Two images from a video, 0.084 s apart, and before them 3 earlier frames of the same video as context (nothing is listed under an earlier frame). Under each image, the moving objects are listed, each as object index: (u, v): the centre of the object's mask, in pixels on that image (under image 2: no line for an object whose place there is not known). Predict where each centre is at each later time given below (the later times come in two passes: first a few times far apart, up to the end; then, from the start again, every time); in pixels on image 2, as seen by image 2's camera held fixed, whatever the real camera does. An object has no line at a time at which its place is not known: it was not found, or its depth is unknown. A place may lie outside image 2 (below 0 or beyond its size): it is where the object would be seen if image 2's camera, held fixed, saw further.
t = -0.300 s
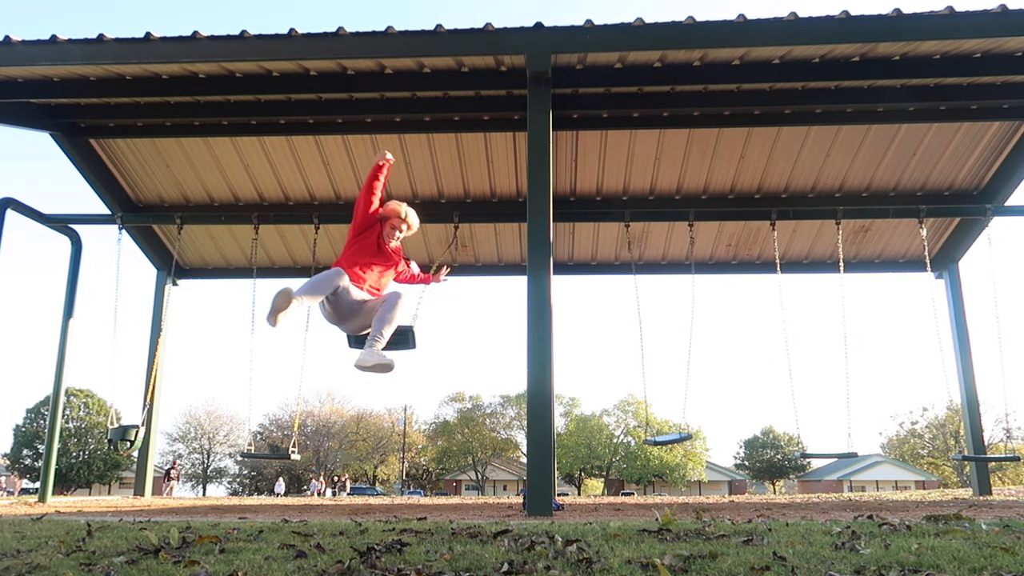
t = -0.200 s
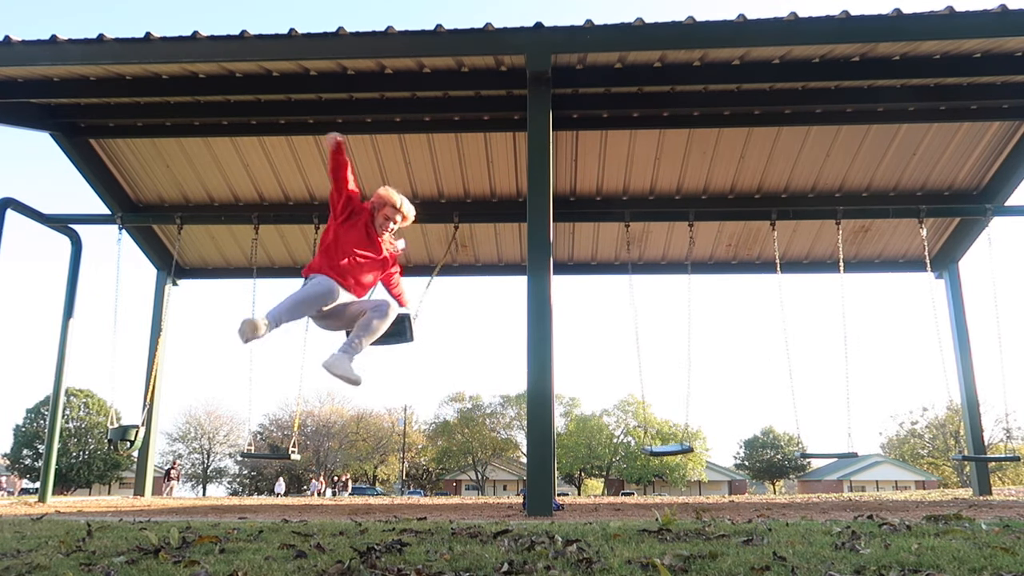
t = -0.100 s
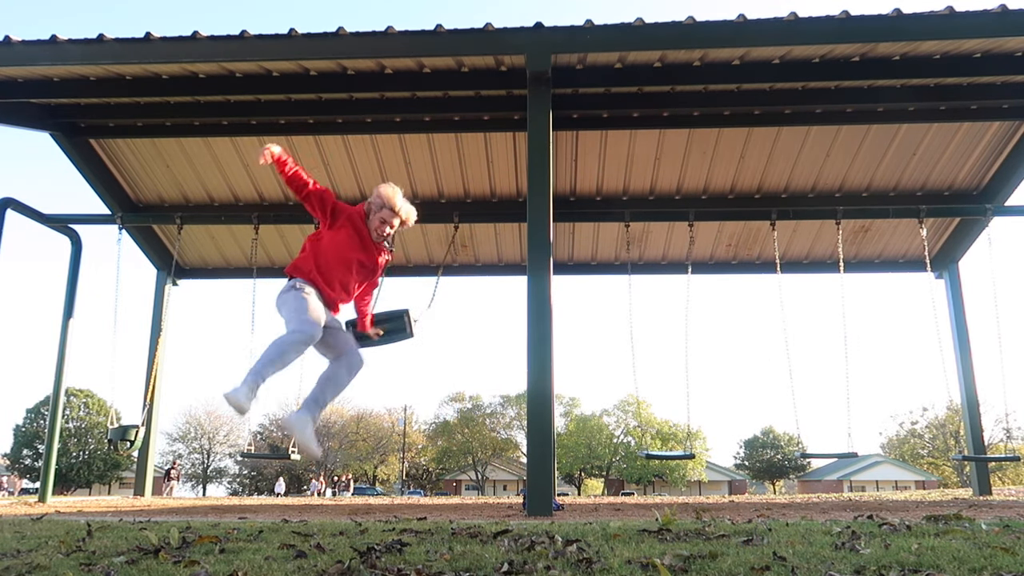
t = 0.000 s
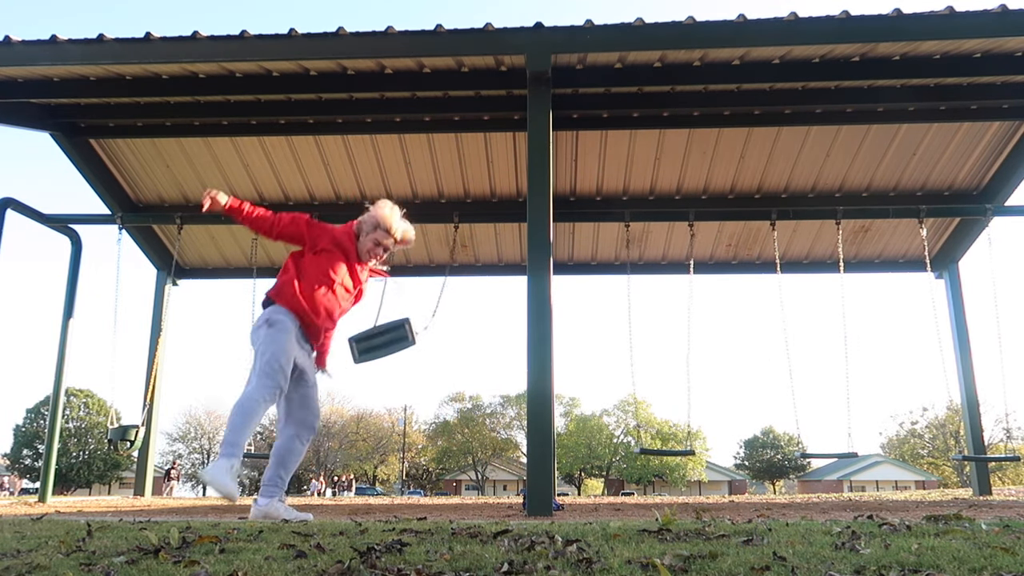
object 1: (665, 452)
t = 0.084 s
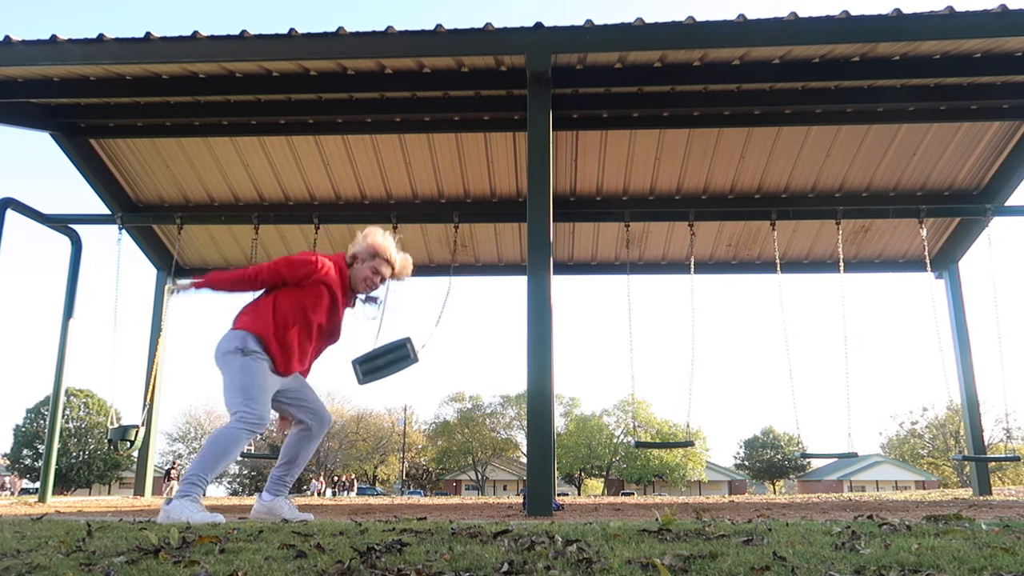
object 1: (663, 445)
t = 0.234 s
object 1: (661, 415)
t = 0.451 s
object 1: (661, 355)
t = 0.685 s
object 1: (665, 346)
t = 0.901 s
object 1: (670, 382)
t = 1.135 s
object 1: (676, 434)
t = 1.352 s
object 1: (676, 456)
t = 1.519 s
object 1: (673, 447)
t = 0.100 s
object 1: (663, 442)
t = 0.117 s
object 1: (662, 440)
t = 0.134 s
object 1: (663, 437)
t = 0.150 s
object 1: (662, 434)
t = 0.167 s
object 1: (662, 431)
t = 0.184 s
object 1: (661, 427)
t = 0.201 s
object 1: (661, 423)
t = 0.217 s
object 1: (661, 419)
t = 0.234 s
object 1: (661, 415)
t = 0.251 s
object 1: (661, 410)
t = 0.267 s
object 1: (661, 405)
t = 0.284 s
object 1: (661, 400)
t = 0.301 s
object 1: (661, 394)
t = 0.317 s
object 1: (661, 389)
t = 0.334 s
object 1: (661, 384)
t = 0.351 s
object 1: (661, 379)
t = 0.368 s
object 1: (661, 374)
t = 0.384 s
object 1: (661, 370)
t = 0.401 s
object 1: (661, 366)
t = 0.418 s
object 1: (661, 362)
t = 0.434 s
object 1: (661, 358)
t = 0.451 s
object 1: (661, 355)
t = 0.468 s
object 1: (661, 353)
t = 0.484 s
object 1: (661, 350)
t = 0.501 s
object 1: (662, 348)
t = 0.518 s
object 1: (662, 346)
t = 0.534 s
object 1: (662, 345)
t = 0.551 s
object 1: (662, 344)
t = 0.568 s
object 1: (662, 343)
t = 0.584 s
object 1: (663, 342)
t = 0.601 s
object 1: (663, 342)
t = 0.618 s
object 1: (663, 343)
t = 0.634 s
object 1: (664, 343)
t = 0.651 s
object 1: (664, 344)
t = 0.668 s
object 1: (665, 345)
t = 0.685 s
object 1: (665, 346)
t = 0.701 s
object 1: (665, 348)
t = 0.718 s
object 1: (666, 350)
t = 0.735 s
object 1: (666, 351)
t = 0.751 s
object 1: (666, 354)
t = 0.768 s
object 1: (667, 356)
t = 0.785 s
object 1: (667, 359)
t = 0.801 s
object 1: (668, 362)
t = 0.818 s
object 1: (668, 365)
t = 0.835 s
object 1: (668, 368)
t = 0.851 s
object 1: (669, 371)
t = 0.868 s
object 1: (669, 374)
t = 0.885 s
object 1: (669, 378)
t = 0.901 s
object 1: (670, 382)
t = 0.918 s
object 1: (670, 385)
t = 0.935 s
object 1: (671, 389)
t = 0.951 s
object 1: (671, 393)
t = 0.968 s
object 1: (672, 397)
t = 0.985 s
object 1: (672, 401)
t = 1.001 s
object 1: (673, 405)
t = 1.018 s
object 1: (673, 409)
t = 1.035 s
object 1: (674, 412)
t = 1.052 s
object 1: (674, 416)
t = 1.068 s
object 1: (675, 420)
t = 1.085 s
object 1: (675, 424)
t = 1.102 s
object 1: (675, 427)
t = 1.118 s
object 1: (676, 431)
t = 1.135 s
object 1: (676, 434)
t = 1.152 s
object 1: (676, 437)
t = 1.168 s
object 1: (676, 439)
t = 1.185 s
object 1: (676, 442)
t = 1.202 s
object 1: (676, 444)
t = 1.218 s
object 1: (676, 446)
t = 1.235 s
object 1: (677, 449)
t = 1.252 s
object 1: (676, 450)
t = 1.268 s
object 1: (676, 452)
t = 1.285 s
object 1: (676, 453)
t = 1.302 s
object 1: (676, 454)
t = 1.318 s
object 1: (676, 455)
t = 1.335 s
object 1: (676, 455)
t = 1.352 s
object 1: (676, 456)
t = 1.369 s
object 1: (676, 456)
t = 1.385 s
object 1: (676, 456)
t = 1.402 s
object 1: (675, 455)
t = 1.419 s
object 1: (675, 455)
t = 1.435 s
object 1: (676, 454)
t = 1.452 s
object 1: (675, 453)
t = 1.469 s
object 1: (674, 452)
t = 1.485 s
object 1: (674, 451)
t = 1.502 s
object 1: (673, 449)
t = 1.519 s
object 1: (673, 447)
